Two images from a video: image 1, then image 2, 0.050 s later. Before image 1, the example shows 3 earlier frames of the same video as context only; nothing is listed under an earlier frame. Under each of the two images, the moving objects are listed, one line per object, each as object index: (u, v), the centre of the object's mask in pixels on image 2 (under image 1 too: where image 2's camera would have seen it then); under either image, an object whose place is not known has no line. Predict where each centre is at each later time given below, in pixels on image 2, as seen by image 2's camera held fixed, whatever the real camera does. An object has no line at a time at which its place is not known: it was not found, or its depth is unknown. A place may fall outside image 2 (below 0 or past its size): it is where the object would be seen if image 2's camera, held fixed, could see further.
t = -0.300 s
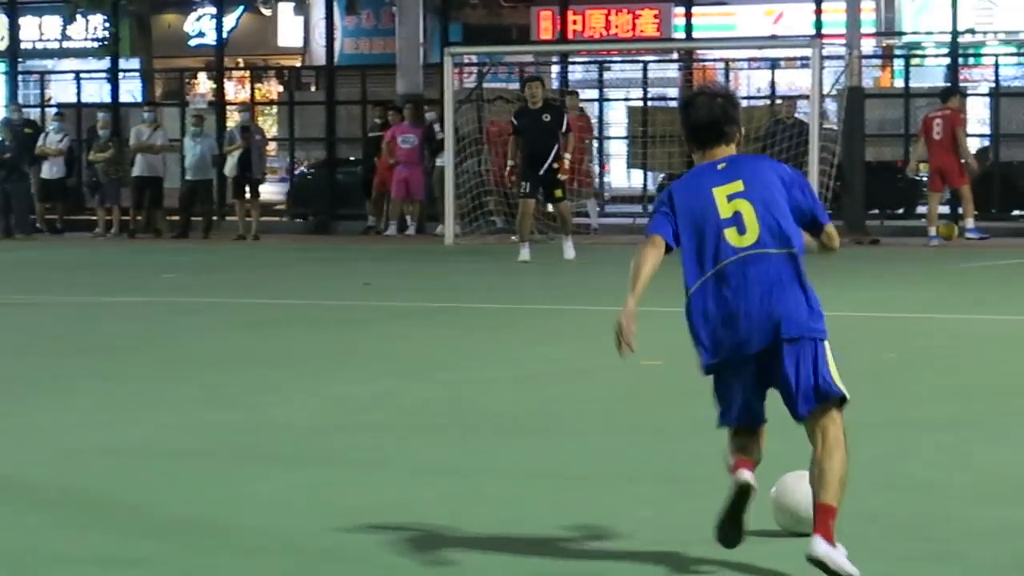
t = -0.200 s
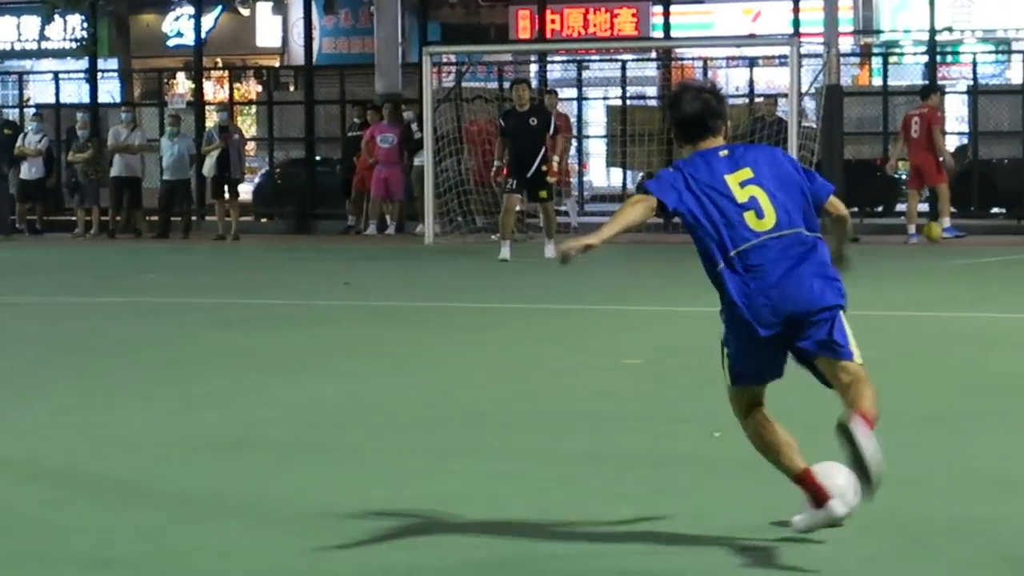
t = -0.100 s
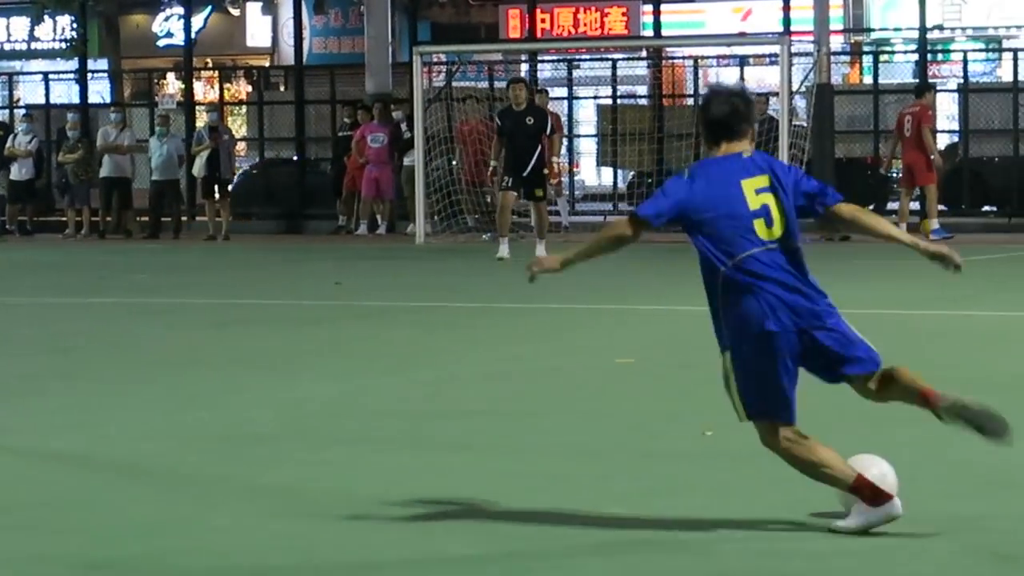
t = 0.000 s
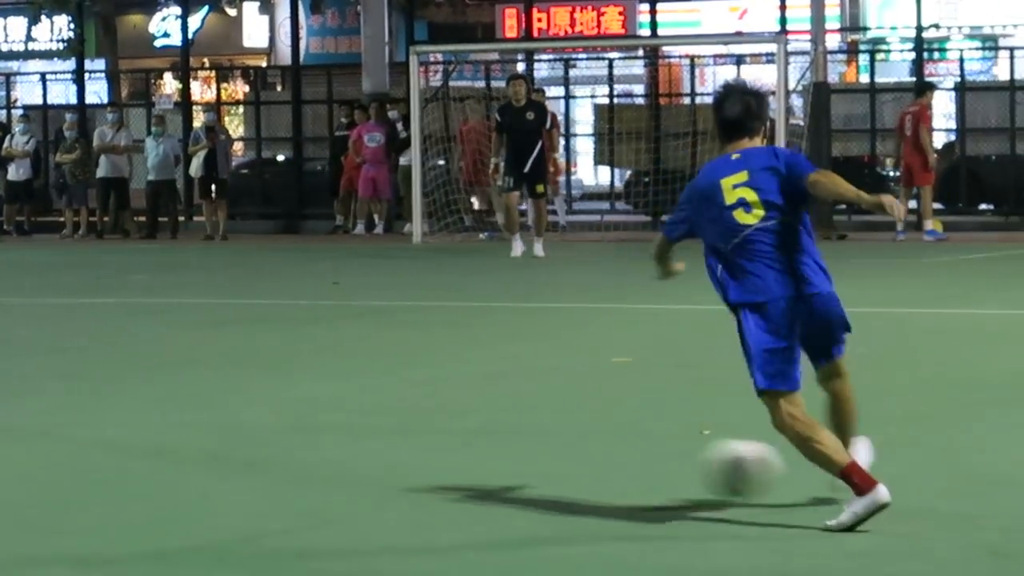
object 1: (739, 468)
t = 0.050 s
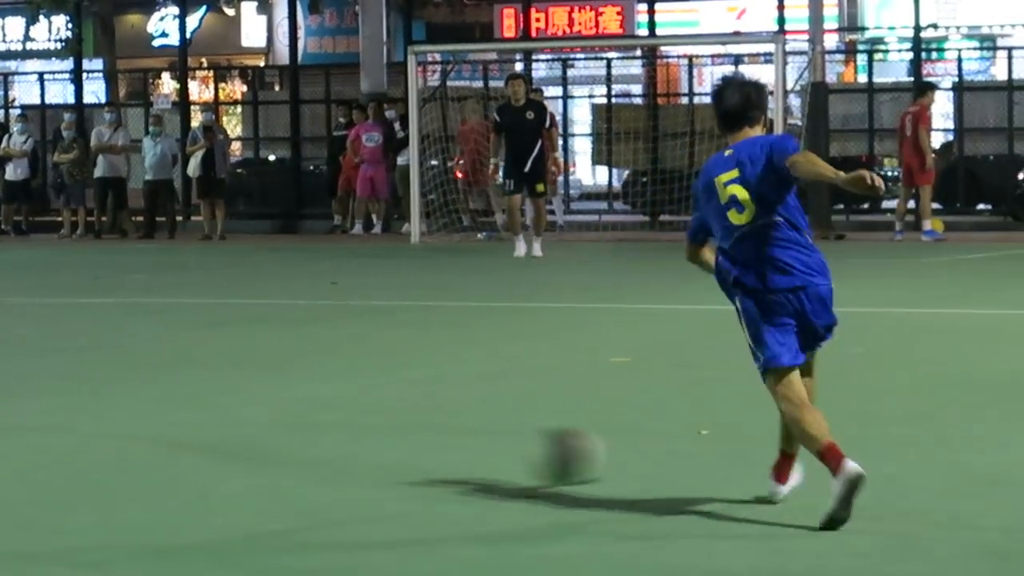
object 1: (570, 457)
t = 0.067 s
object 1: (506, 453)
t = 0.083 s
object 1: (452, 452)
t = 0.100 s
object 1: (401, 450)
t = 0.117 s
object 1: (349, 450)
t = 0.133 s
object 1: (295, 453)
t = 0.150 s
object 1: (247, 452)
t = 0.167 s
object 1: (202, 448)
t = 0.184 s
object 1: (155, 443)
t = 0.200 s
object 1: (109, 439)
